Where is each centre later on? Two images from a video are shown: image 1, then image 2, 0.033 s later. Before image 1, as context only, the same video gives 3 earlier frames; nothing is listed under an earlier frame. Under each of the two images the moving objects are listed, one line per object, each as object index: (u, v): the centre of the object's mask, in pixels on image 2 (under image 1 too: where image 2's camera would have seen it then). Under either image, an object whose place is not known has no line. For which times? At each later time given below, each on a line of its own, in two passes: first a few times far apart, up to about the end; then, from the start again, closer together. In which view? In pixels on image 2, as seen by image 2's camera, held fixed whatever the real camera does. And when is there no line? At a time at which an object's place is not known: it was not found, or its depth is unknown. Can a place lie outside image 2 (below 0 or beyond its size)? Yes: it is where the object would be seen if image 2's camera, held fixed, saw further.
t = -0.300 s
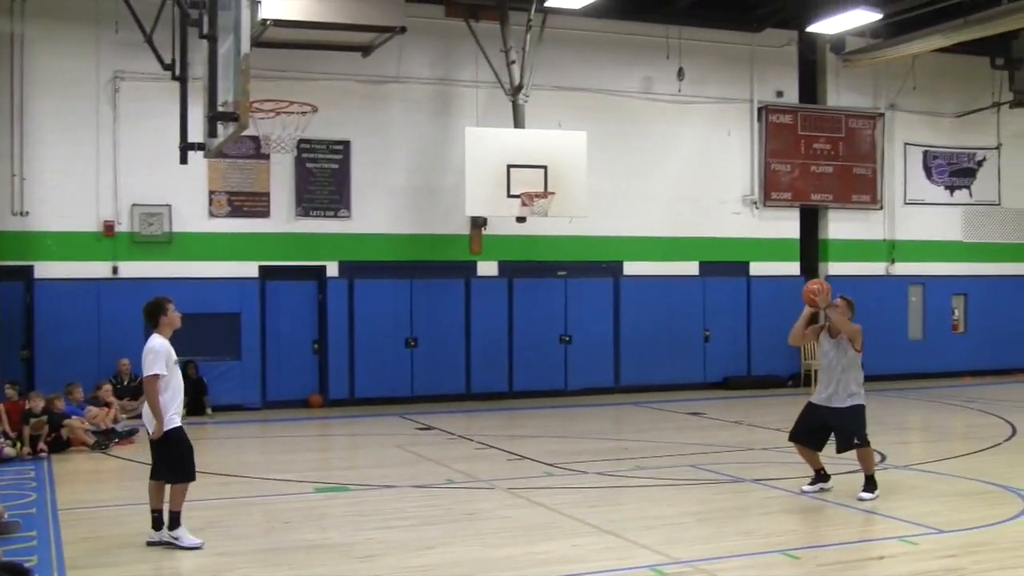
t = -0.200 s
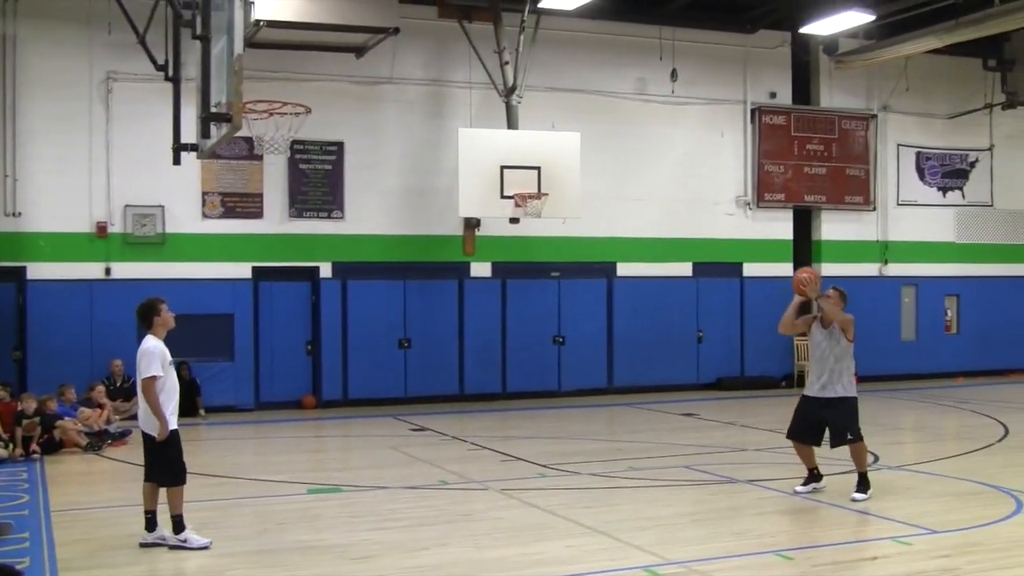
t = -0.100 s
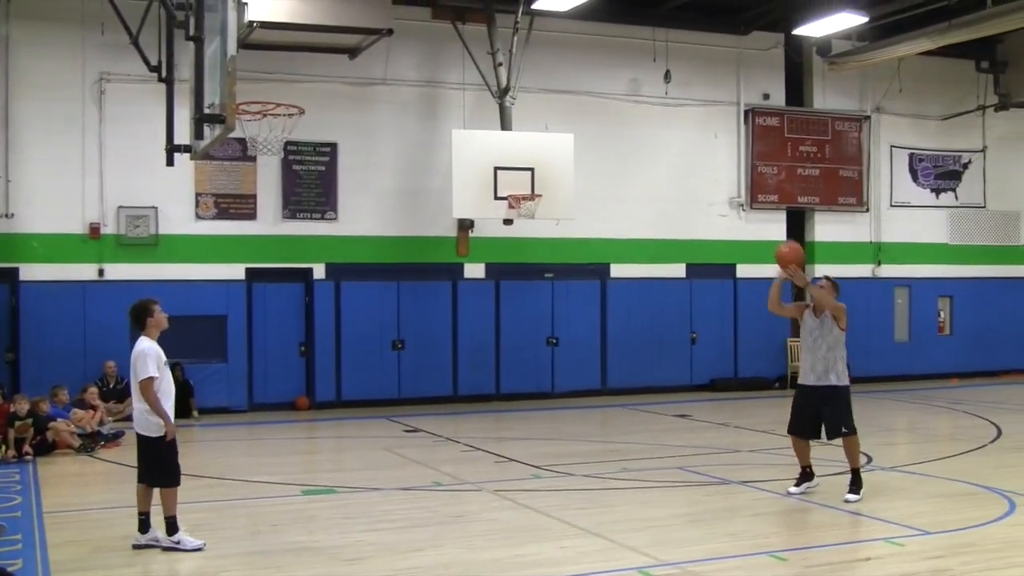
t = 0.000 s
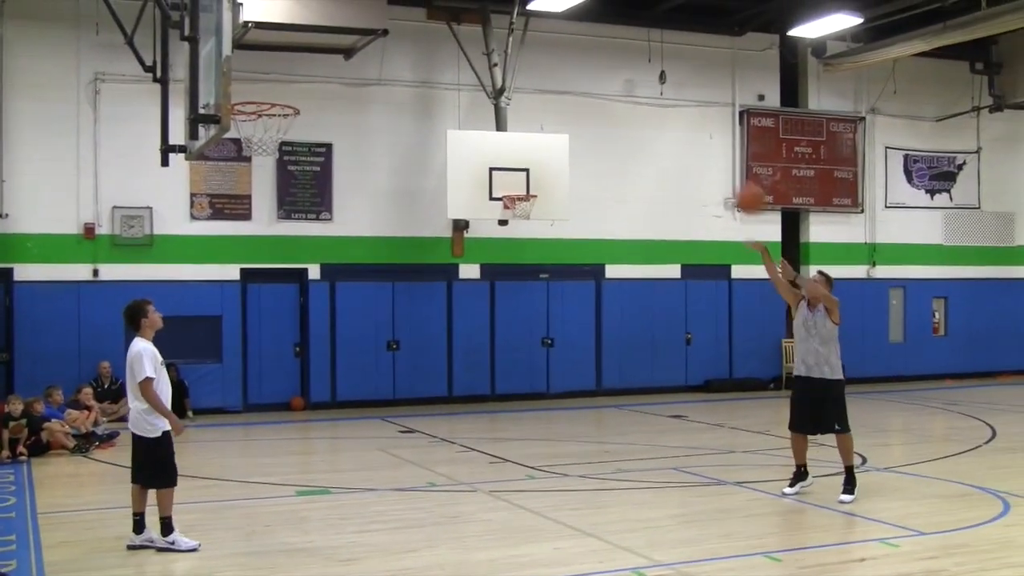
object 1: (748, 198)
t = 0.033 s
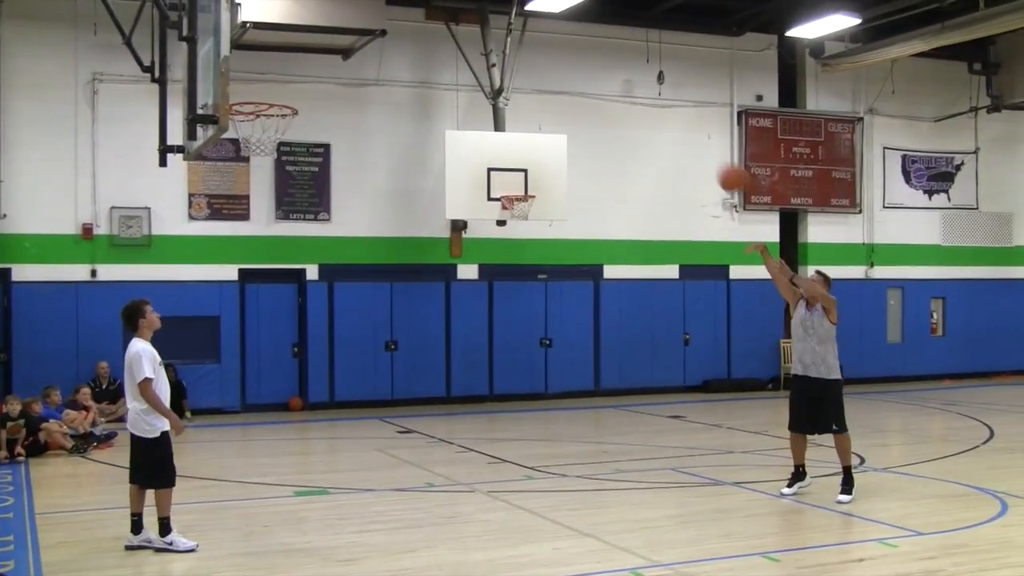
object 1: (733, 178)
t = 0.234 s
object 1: (634, 79)
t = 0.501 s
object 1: (500, 16)
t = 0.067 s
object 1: (716, 158)
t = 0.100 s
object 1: (700, 140)
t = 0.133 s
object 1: (684, 123)
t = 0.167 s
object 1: (668, 108)
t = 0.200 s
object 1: (652, 93)
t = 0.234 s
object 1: (634, 79)
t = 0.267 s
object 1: (618, 66)
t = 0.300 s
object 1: (602, 55)
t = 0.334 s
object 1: (585, 46)
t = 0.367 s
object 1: (567, 38)
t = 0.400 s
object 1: (552, 31)
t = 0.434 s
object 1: (535, 25)
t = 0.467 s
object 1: (517, 20)
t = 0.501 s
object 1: (500, 16)
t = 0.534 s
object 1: (483, 14)
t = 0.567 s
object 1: (466, 14)
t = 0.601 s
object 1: (449, 15)
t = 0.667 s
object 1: (413, 21)
